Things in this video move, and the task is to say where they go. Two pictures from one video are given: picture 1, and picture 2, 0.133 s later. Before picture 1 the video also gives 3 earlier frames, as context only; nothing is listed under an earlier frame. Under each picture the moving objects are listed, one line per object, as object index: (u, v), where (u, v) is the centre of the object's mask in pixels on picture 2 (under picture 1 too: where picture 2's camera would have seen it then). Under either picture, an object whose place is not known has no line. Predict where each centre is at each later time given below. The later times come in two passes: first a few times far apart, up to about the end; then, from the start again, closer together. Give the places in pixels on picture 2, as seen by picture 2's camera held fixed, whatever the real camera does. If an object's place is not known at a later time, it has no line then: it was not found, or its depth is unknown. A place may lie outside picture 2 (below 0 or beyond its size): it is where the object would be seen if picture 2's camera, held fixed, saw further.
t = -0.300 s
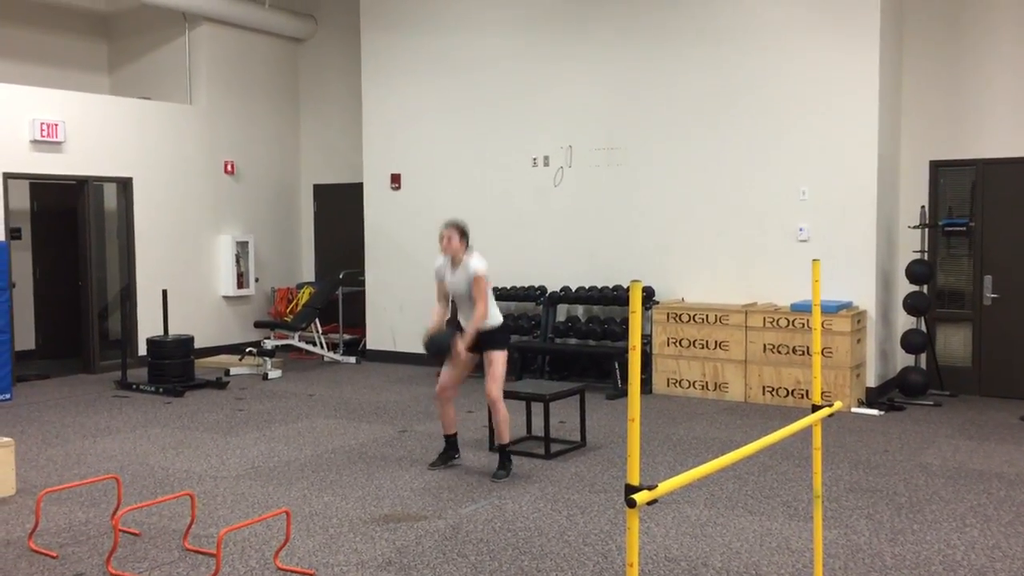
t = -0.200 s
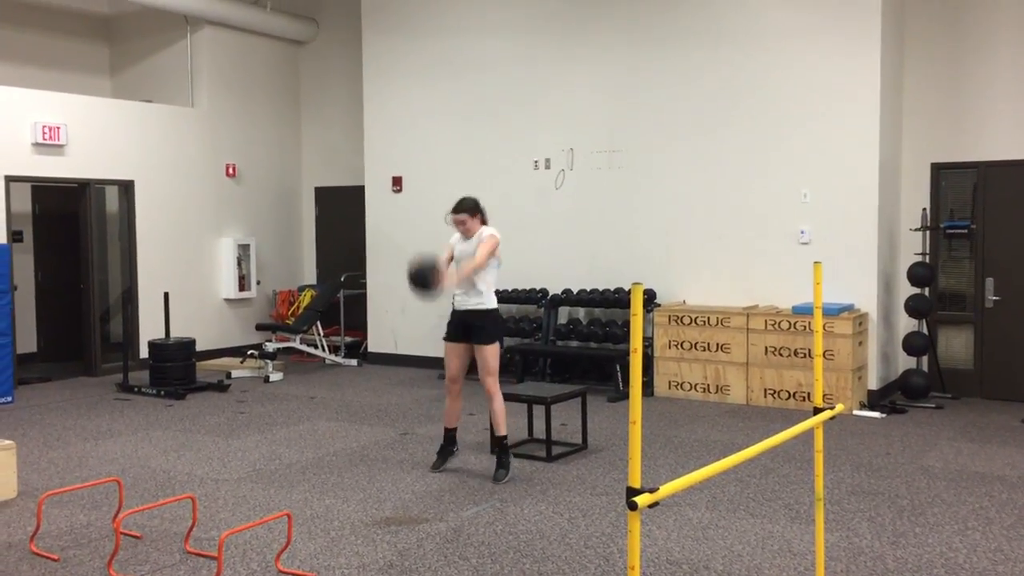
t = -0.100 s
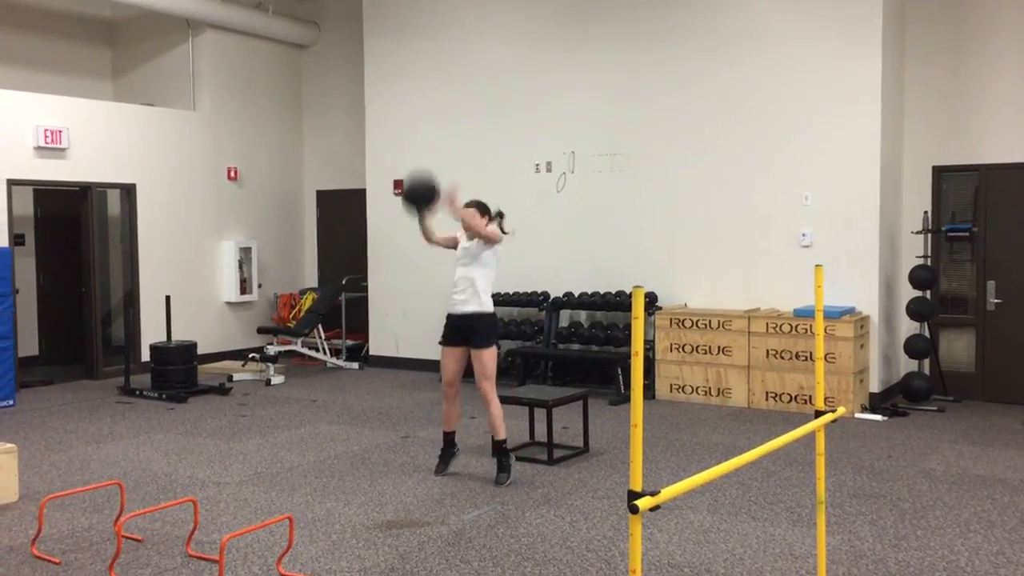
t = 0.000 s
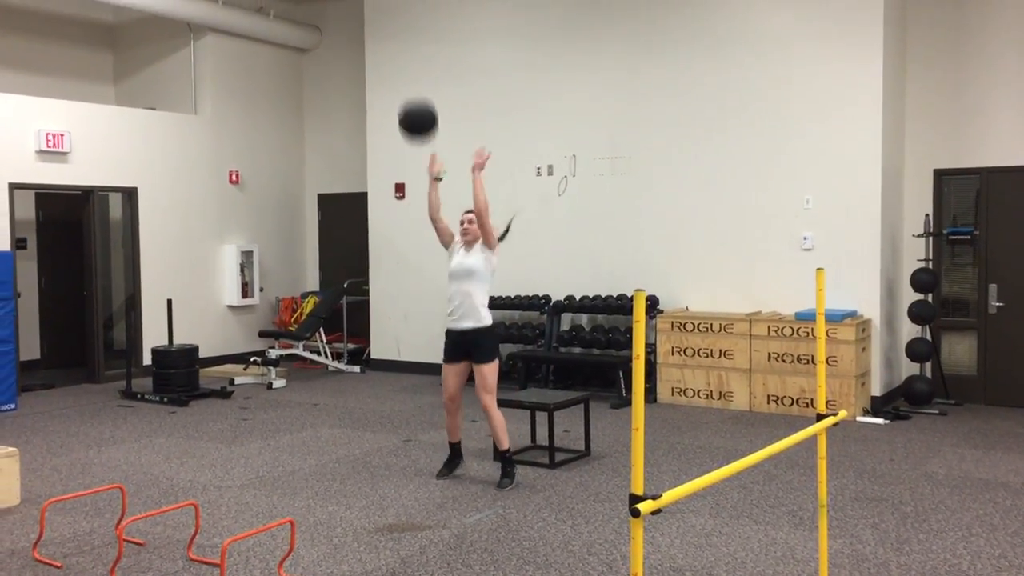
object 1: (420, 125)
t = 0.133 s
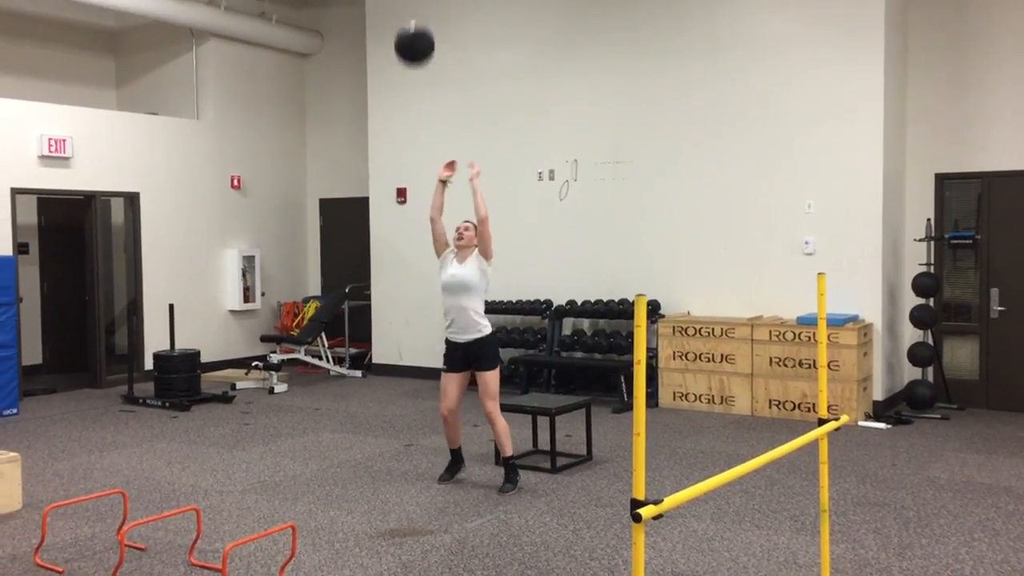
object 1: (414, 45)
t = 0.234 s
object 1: (410, 8)
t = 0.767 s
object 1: (399, 42)
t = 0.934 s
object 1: (398, 154)
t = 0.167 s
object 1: (413, 29)
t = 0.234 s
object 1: (410, 8)
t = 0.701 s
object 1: (400, 11)
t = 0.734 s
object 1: (400, 26)
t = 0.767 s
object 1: (399, 42)
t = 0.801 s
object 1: (399, 62)
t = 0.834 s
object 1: (399, 82)
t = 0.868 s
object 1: (399, 105)
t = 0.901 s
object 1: (399, 129)
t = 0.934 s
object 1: (398, 154)
